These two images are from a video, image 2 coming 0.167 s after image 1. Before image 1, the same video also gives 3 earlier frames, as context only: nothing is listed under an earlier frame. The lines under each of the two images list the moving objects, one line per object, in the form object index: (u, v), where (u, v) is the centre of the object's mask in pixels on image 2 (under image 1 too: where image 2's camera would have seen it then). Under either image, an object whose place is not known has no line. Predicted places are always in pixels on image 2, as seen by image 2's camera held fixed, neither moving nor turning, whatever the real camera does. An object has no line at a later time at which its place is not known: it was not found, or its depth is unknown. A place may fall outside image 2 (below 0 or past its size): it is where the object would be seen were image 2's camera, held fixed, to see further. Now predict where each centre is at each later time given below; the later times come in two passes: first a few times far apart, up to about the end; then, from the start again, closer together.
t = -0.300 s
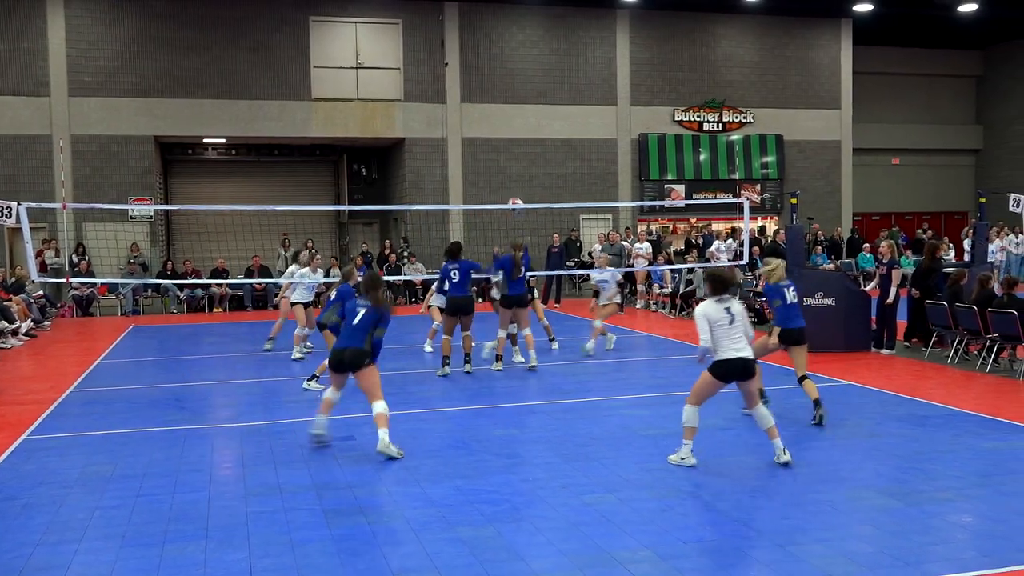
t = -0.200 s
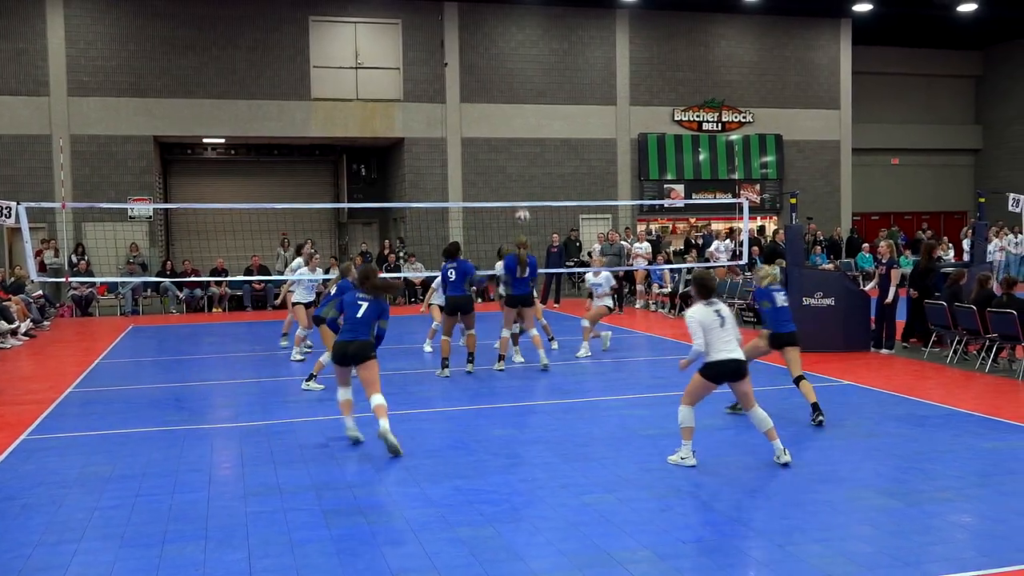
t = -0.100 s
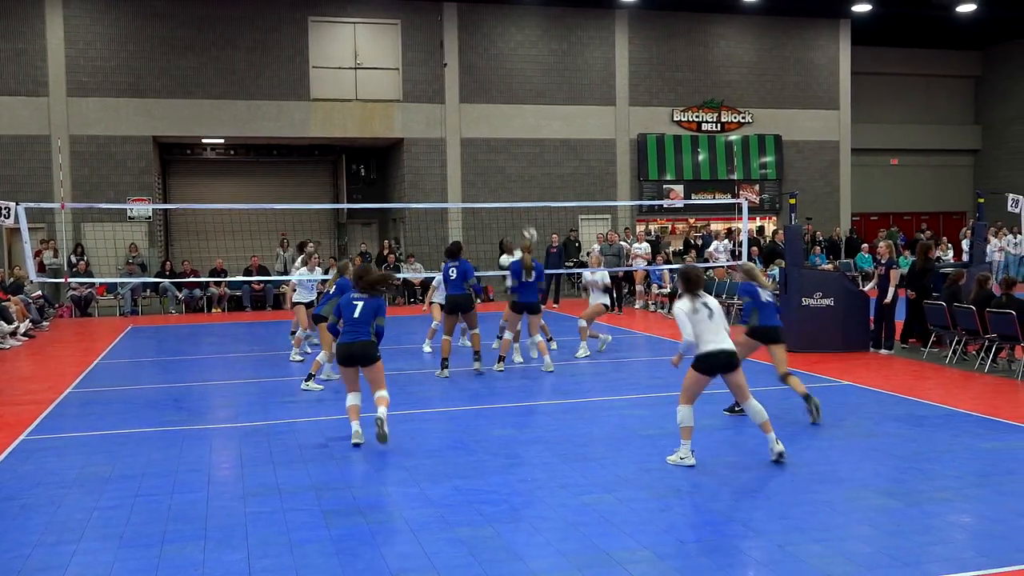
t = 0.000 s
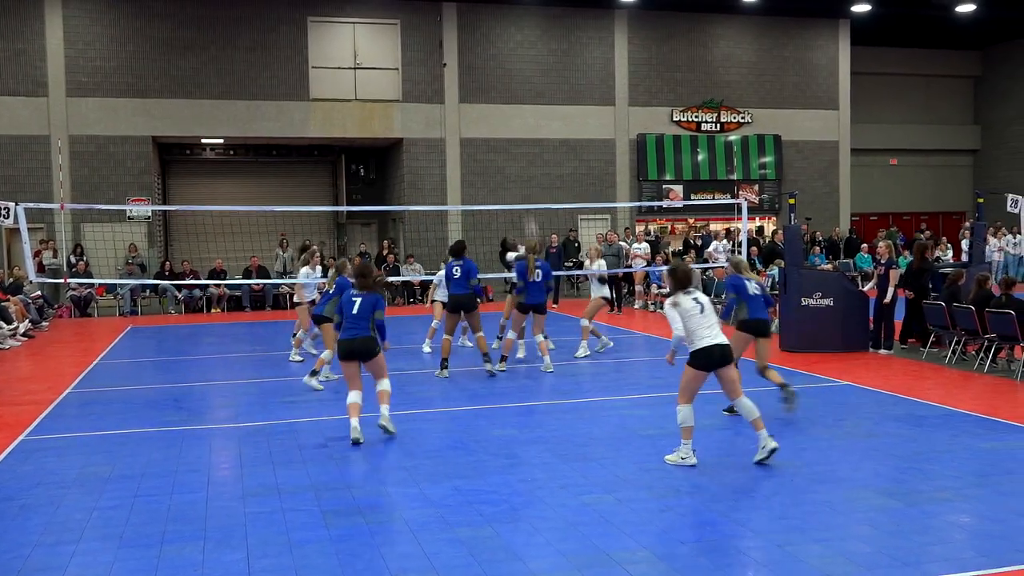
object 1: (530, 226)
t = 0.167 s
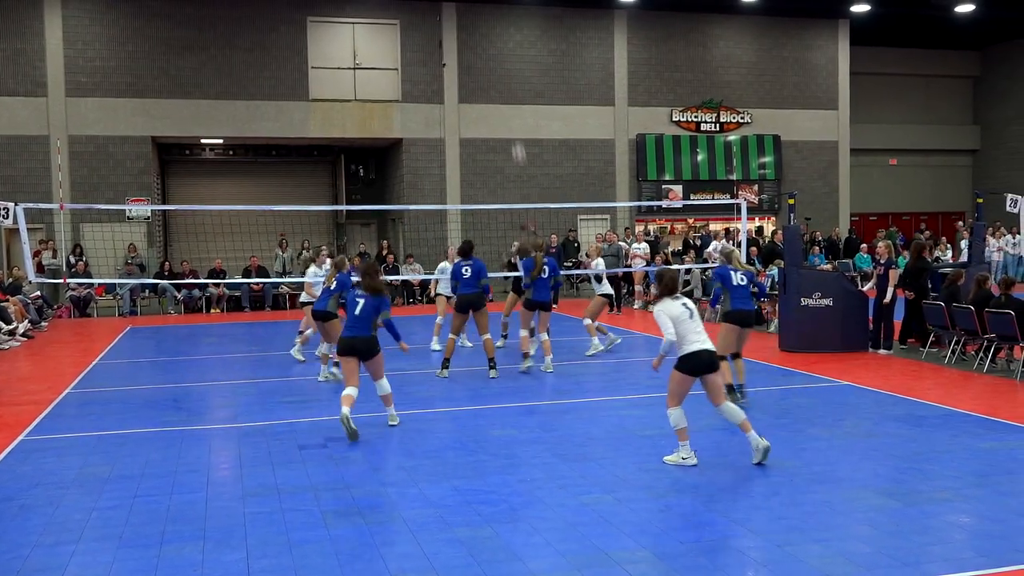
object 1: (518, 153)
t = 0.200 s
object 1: (516, 141)
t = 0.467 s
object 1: (498, 69)
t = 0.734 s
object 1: (484, 49)
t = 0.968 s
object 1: (472, 68)
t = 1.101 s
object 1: (466, 94)
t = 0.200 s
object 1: (516, 141)
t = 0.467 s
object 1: (498, 69)
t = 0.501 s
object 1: (496, 64)
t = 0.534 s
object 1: (494, 60)
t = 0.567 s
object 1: (492, 56)
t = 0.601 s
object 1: (491, 54)
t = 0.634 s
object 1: (489, 51)
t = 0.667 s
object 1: (488, 50)
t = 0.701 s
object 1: (486, 49)
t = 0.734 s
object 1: (484, 49)
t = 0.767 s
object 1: (482, 50)
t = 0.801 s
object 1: (480, 51)
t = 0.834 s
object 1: (478, 53)
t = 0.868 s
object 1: (477, 56)
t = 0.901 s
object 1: (475, 59)
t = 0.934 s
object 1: (473, 63)
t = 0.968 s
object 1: (472, 68)
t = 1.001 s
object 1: (470, 73)
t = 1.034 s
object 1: (469, 79)
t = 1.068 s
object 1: (467, 86)
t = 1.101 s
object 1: (466, 94)
